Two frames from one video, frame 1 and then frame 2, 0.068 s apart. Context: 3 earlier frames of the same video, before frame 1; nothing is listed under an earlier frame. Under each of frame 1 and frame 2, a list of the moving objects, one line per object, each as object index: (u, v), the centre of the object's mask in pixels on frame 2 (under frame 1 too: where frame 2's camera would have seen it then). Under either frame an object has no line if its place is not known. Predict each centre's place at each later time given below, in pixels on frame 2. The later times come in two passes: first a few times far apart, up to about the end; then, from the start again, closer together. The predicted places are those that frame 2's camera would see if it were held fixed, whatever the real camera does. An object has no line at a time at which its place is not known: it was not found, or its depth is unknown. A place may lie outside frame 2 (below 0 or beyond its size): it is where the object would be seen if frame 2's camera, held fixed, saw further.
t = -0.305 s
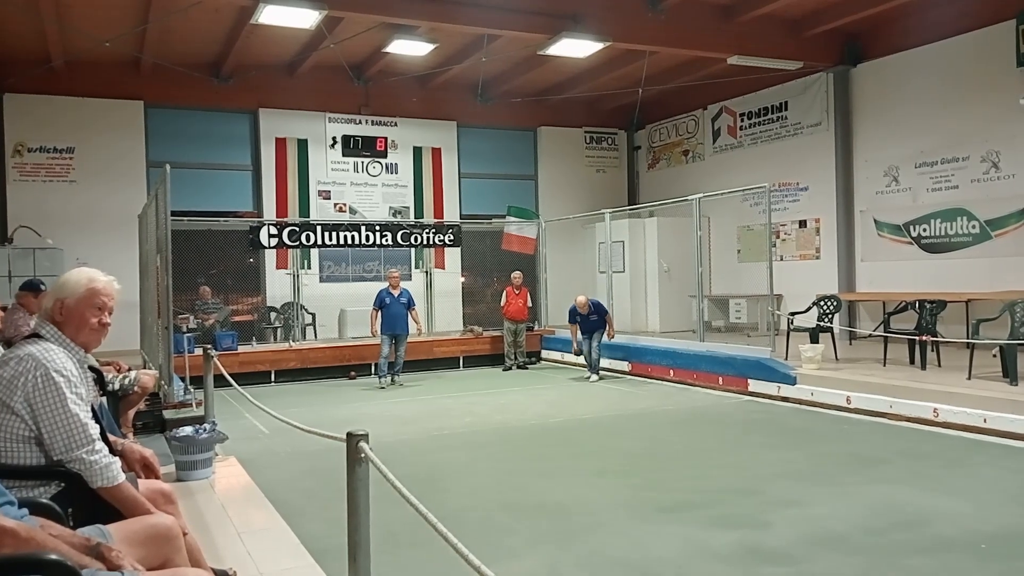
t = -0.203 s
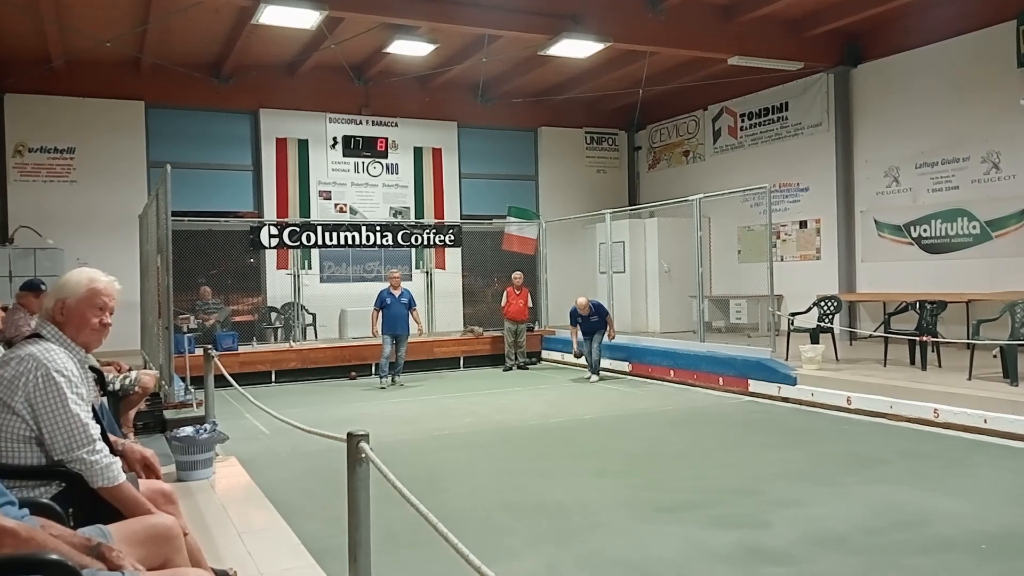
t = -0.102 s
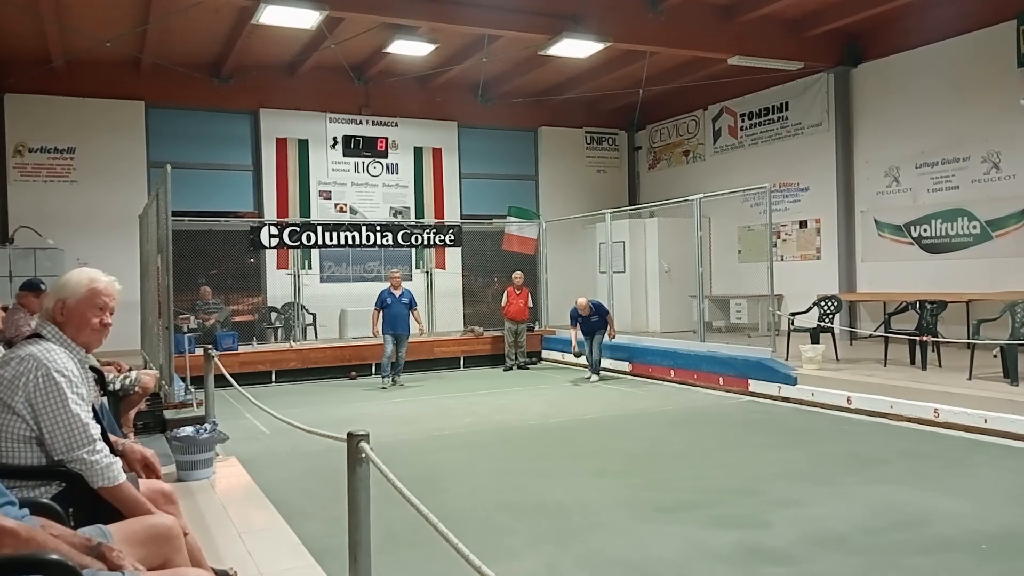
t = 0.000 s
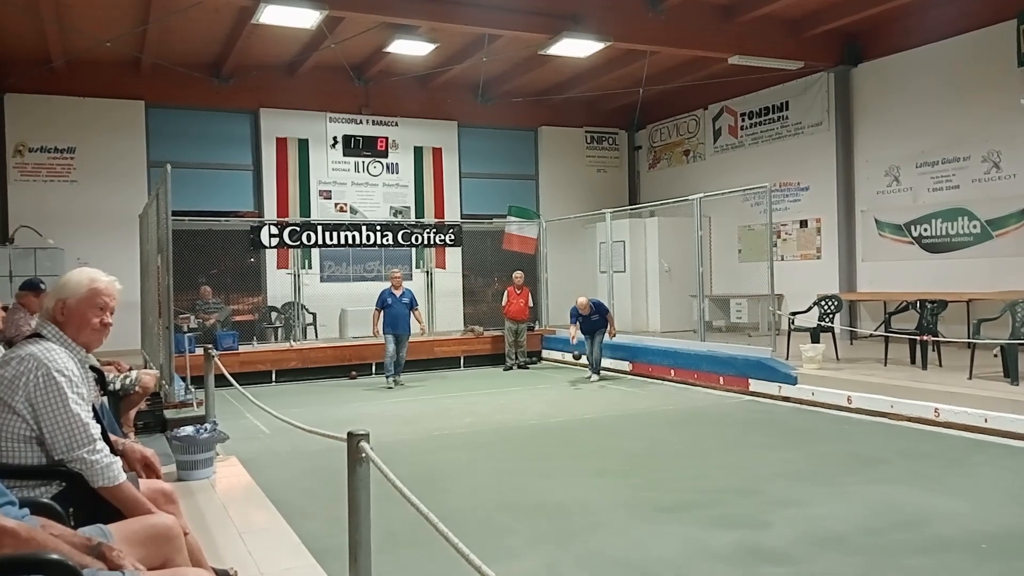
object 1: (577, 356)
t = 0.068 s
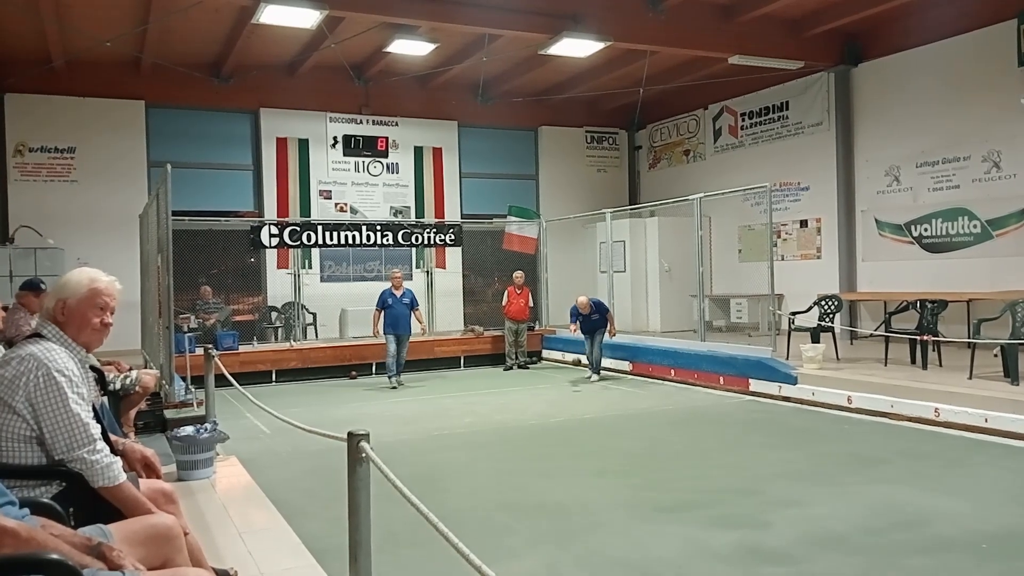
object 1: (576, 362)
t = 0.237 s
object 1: (575, 391)
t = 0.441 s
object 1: (574, 397)
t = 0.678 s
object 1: (572, 405)
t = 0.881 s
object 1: (570, 412)
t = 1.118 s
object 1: (569, 422)
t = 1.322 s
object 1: (566, 431)
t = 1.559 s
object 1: (563, 444)
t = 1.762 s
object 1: (561, 457)
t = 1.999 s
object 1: (557, 473)
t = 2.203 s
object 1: (553, 488)
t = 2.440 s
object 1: (547, 510)
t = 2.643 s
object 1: (542, 531)
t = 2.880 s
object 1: (534, 561)
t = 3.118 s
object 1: (527, 593)
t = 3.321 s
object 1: (513, 640)
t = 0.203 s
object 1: (575, 387)
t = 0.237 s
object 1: (575, 391)
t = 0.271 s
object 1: (575, 389)
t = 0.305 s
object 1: (575, 389)
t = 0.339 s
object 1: (575, 390)
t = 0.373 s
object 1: (574, 392)
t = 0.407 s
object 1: (574, 395)
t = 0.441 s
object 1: (574, 397)
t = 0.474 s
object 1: (574, 397)
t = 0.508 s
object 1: (574, 399)
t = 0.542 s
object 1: (573, 401)
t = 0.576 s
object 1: (573, 402)
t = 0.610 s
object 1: (573, 403)
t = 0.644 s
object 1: (572, 404)
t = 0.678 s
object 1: (572, 405)
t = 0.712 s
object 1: (572, 406)
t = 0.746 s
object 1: (572, 407)
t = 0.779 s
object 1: (571, 409)
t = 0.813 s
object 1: (571, 410)
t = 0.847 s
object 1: (571, 411)
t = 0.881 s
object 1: (570, 412)
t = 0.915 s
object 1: (570, 414)
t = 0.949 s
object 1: (570, 415)
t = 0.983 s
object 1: (570, 416)
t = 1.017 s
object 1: (569, 418)
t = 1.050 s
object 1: (569, 419)
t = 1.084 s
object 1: (569, 420)
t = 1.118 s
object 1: (569, 422)
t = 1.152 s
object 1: (568, 423)
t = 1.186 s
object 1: (568, 425)
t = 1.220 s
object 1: (568, 426)
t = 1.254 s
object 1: (567, 428)
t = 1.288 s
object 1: (567, 429)
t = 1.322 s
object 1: (566, 431)
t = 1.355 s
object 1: (566, 432)
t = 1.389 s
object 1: (566, 434)
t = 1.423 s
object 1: (565, 437)
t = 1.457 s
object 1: (564, 438)
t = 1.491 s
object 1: (564, 440)
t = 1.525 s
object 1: (563, 441)
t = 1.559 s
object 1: (563, 444)
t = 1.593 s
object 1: (563, 446)
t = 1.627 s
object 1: (562, 448)
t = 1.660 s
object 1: (562, 450)
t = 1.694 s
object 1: (561, 452)
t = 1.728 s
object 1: (561, 454)
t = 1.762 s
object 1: (561, 457)
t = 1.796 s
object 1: (560, 459)
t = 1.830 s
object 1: (560, 461)
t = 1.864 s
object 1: (559, 463)
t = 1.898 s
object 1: (559, 465)
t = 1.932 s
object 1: (558, 468)
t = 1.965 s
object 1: (557, 470)
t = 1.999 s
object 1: (557, 473)
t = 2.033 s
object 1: (556, 475)
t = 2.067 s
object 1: (556, 478)
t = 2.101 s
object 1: (555, 480)
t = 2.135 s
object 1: (554, 483)
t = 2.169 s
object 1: (553, 486)
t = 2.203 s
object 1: (553, 488)
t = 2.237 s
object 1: (552, 491)
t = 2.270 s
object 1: (550, 494)
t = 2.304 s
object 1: (550, 497)
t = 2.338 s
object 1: (549, 500)
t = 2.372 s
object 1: (549, 503)
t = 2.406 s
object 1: (548, 506)
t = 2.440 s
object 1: (547, 510)
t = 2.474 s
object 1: (546, 513)
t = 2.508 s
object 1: (545, 516)
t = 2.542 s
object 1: (544, 520)
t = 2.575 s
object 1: (543, 524)
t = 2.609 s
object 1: (543, 527)
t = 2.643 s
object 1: (542, 531)
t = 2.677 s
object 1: (541, 535)
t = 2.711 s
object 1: (539, 539)
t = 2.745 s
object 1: (538, 543)
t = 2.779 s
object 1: (537, 547)
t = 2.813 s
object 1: (536, 551)
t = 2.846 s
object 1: (535, 556)
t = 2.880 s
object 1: (534, 561)
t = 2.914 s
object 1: (532, 566)
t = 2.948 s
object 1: (531, 571)
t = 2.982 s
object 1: (530, 577)
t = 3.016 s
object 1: (529, 583)
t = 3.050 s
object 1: (528, 587)
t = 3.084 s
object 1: (528, 590)
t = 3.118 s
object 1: (527, 593)
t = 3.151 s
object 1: (528, 598)
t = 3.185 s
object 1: (516, 619)
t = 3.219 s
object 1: (516, 623)
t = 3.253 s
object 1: (515, 628)
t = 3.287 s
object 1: (515, 633)
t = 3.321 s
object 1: (513, 640)
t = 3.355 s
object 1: (511, 648)
